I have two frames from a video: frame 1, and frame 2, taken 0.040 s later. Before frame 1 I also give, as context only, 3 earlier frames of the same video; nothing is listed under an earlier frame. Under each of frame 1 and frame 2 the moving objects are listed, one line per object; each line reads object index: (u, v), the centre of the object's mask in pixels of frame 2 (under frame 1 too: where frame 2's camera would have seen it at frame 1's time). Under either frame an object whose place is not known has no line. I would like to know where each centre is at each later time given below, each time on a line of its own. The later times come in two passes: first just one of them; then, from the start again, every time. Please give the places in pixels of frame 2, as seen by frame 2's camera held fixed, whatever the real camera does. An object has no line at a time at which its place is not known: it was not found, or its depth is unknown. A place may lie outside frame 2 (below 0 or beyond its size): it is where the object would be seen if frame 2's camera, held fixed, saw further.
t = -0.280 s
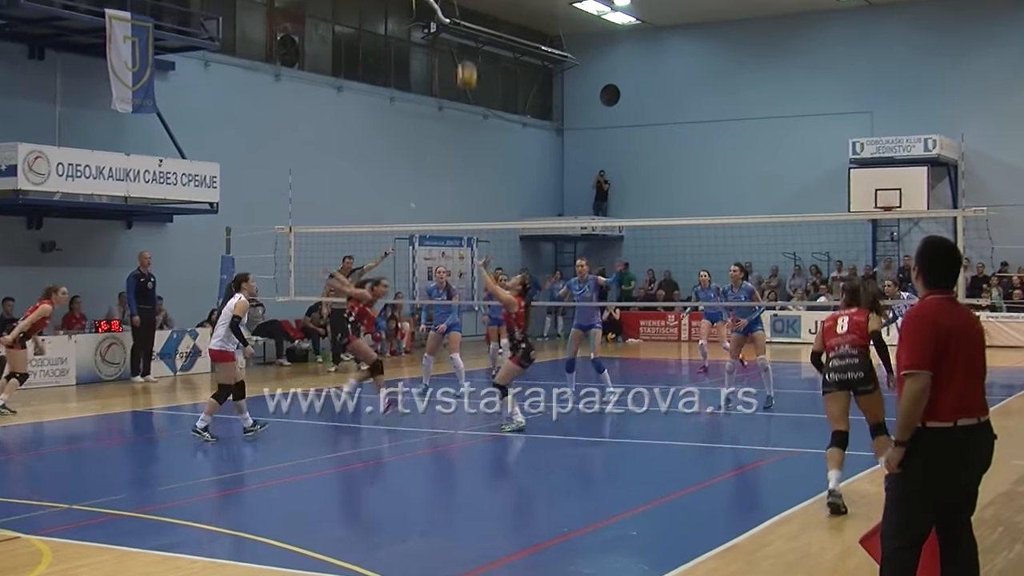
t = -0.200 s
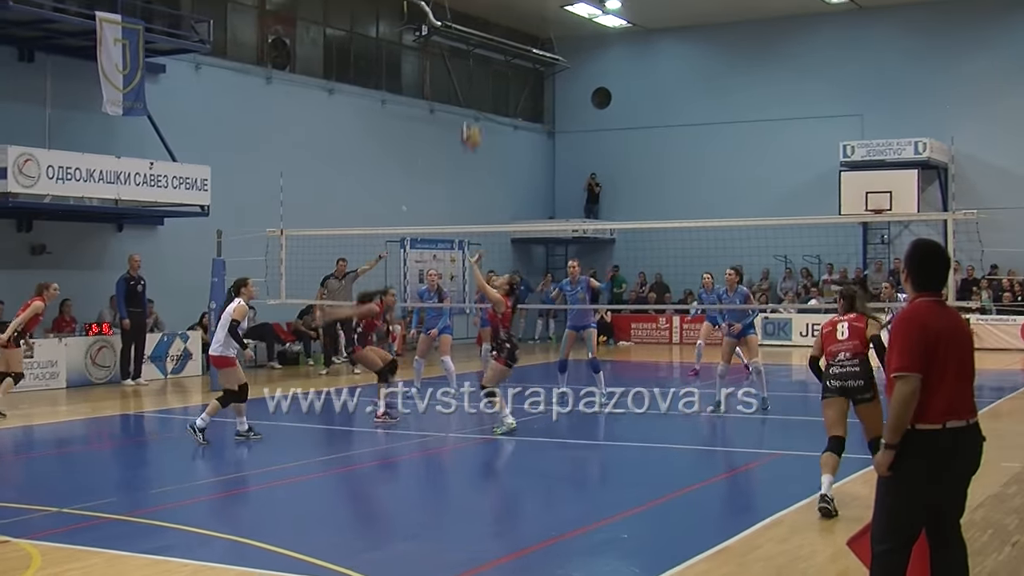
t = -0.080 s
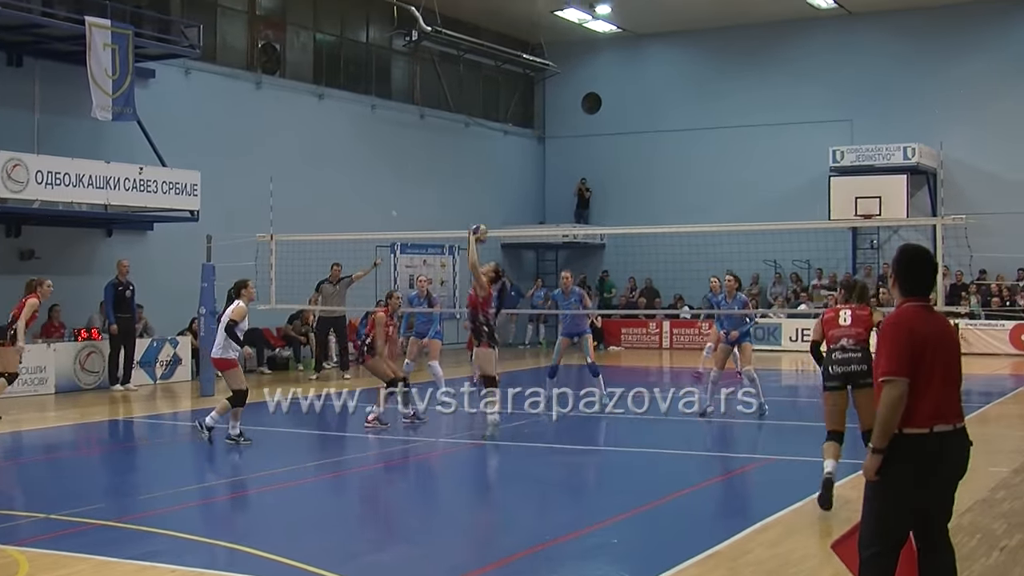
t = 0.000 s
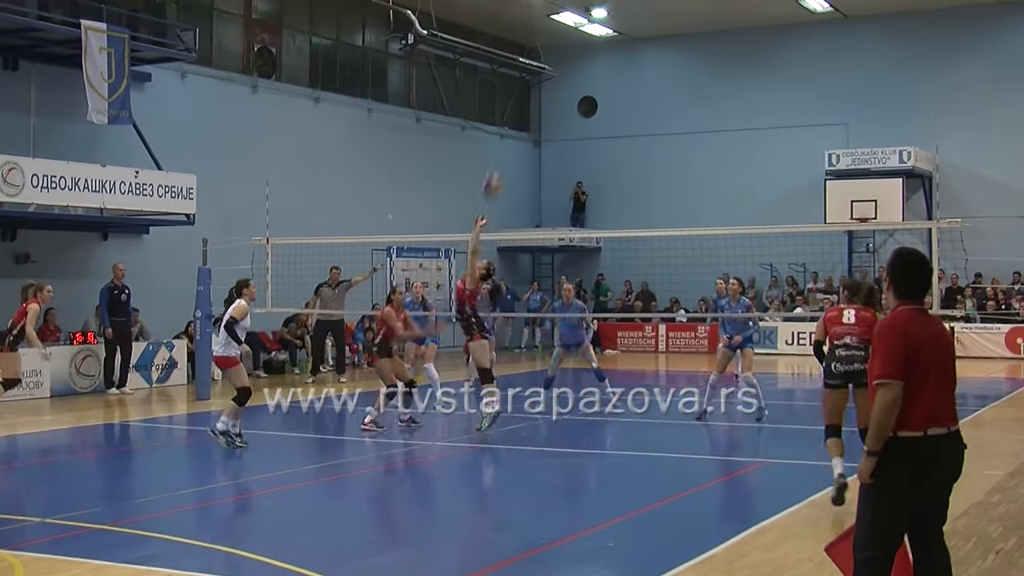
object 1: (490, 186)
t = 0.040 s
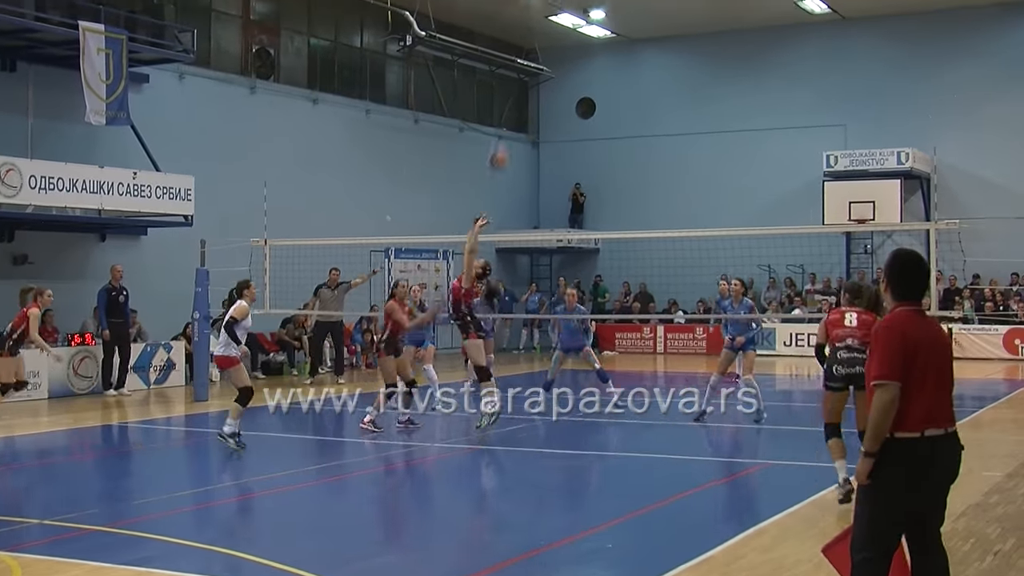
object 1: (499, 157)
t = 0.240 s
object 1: (536, 38)
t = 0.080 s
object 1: (507, 128)
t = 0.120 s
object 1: (515, 102)
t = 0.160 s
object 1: (522, 80)
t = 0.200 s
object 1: (529, 57)
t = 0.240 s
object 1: (536, 38)
